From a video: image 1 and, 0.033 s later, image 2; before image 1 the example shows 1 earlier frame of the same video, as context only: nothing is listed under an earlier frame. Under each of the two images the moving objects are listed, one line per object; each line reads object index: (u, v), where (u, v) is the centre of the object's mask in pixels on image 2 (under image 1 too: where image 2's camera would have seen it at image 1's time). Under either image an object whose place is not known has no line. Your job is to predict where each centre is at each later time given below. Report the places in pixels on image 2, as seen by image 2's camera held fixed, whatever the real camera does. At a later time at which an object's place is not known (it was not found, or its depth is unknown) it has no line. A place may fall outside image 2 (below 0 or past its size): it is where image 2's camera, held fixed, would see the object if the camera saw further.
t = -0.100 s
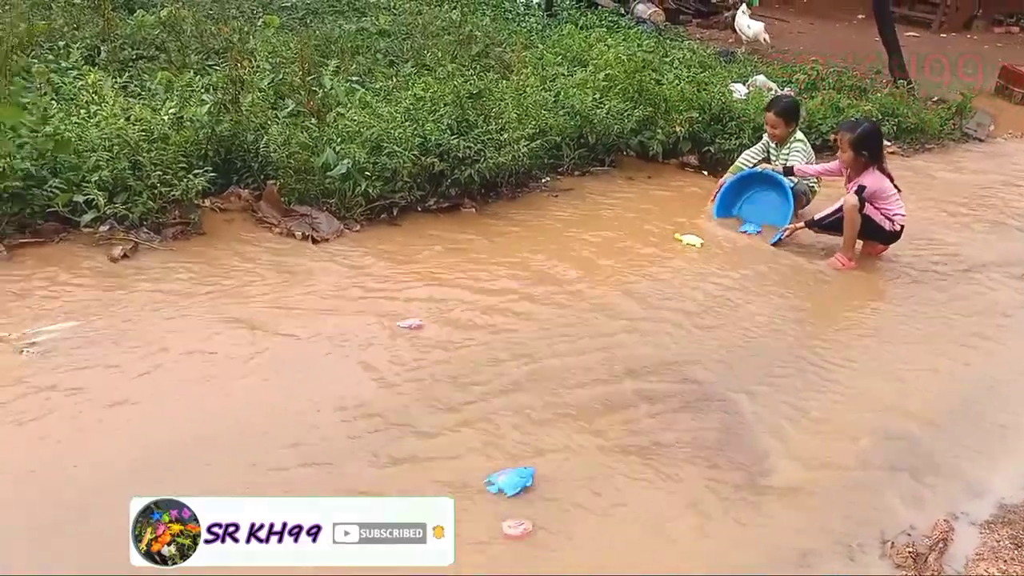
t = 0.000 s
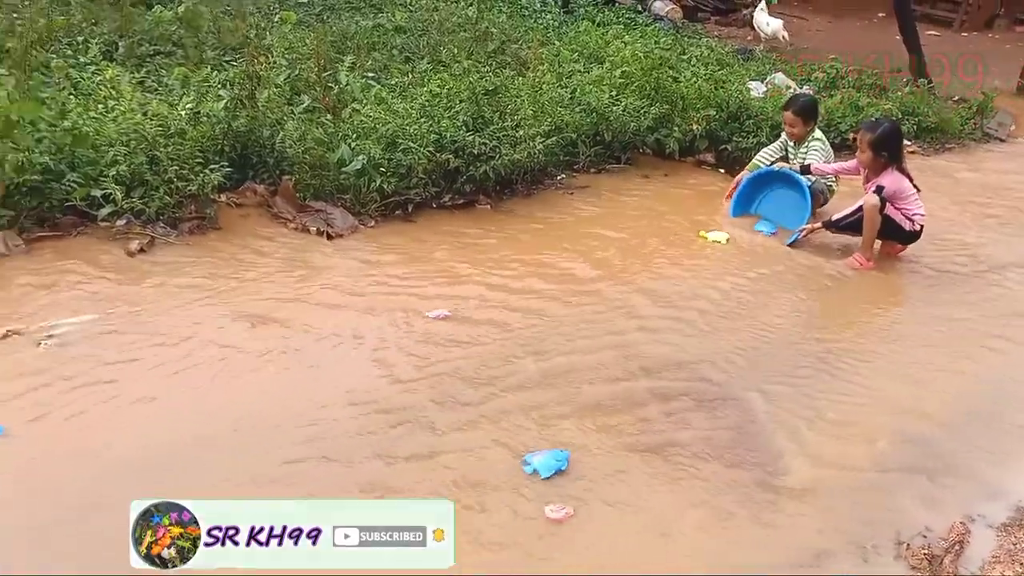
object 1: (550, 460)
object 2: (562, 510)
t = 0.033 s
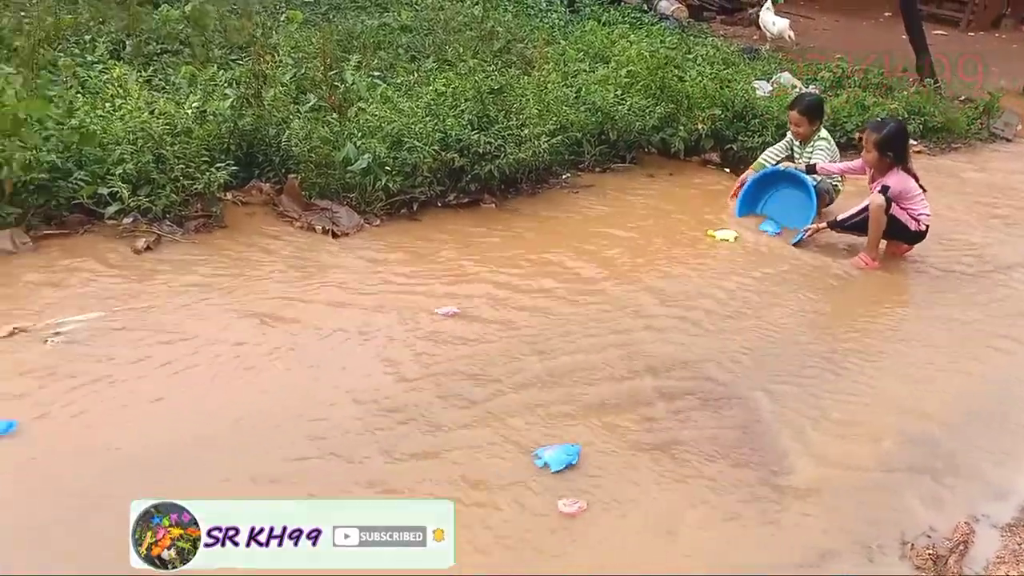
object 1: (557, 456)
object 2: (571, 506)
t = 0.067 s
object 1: (566, 452)
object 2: (582, 500)
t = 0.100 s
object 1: (571, 449)
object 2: (590, 495)
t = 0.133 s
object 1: (577, 444)
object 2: (599, 488)
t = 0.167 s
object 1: (581, 441)
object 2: (605, 485)
